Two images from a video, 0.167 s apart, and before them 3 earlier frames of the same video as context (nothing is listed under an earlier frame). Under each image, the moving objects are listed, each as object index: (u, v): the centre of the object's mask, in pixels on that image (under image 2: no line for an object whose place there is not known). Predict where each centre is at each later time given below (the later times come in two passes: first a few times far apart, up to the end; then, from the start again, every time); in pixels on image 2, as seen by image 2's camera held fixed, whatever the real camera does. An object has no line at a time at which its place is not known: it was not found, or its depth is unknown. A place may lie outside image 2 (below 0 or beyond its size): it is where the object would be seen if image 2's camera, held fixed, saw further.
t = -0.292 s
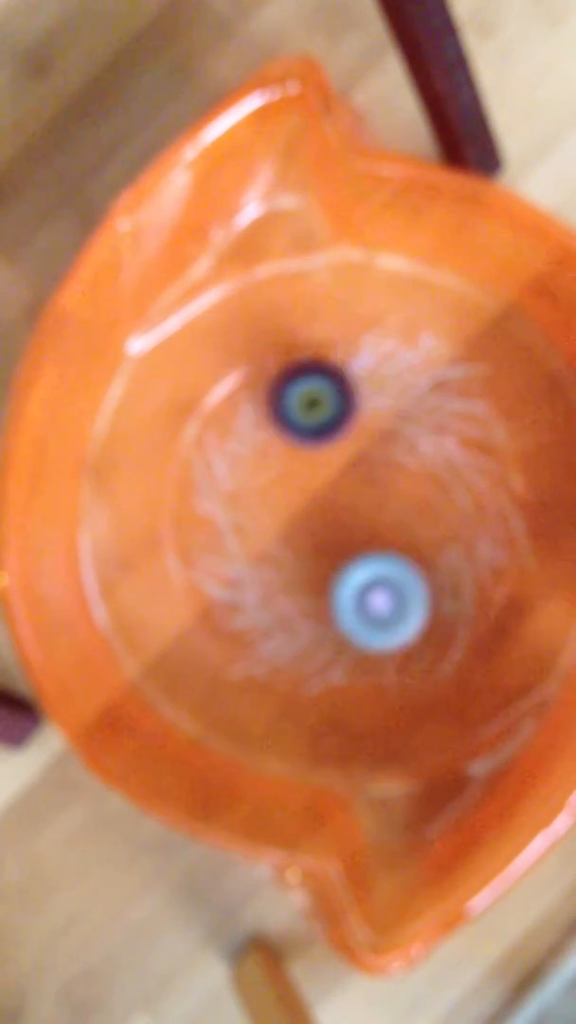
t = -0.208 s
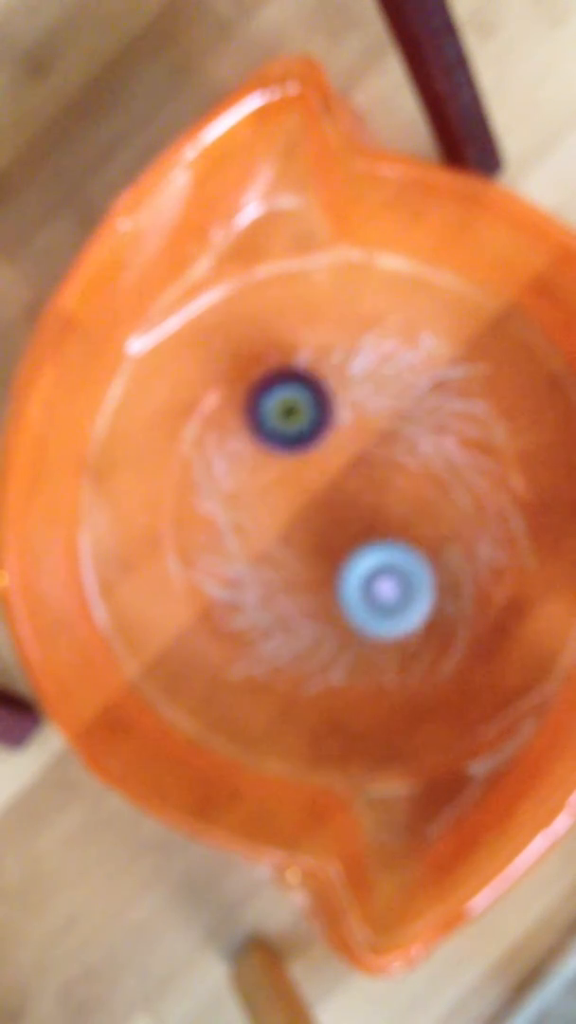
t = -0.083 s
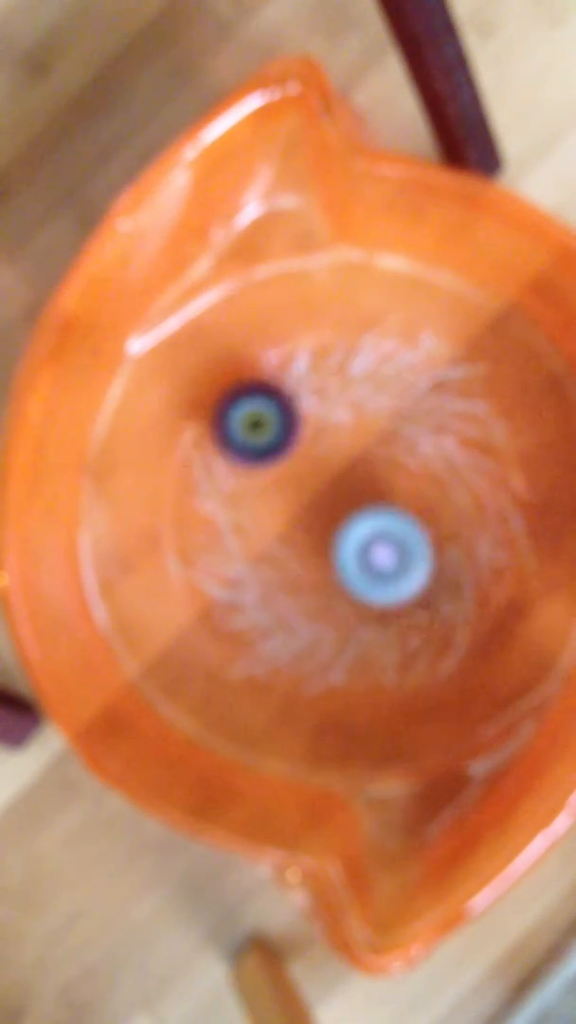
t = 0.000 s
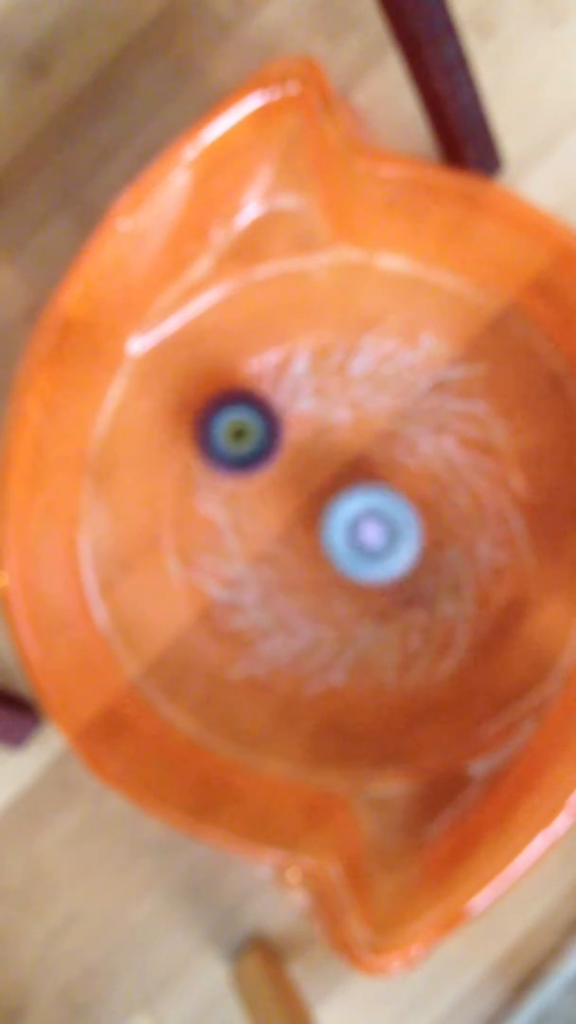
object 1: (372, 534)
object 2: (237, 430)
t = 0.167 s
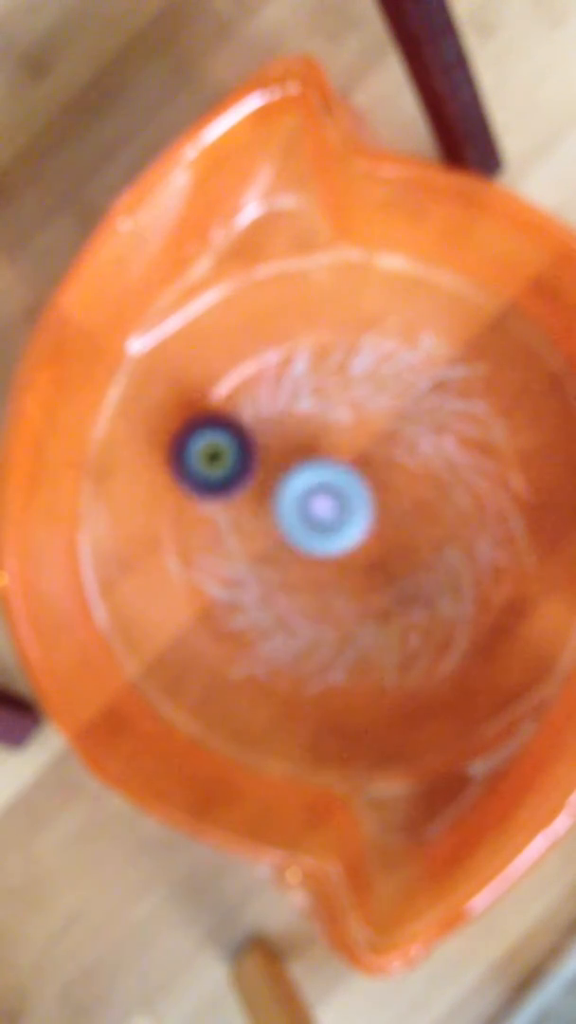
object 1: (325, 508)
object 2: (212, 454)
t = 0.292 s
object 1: (307, 509)
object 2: (174, 458)
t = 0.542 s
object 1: (390, 525)
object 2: (196, 459)
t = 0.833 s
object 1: (411, 478)
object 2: (236, 547)
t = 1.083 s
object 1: (370, 489)
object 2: (277, 618)
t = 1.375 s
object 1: (343, 571)
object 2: (327, 665)
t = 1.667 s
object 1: (271, 378)
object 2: (361, 642)
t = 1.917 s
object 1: (227, 452)
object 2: (435, 574)
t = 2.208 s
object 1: (375, 485)
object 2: (494, 508)
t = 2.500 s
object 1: (348, 447)
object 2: (473, 480)
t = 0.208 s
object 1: (310, 505)
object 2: (207, 459)
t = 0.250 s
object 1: (298, 503)
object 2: (200, 462)
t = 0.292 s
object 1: (307, 509)
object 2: (174, 458)
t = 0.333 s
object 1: (324, 519)
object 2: (165, 456)
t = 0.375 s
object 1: (337, 524)
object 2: (163, 454)
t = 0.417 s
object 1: (349, 526)
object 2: (166, 454)
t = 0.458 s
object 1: (362, 527)
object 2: (174, 453)
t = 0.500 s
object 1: (376, 526)
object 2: (184, 453)
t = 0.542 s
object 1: (390, 525)
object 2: (196, 459)
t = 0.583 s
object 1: (404, 521)
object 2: (204, 469)
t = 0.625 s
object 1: (415, 512)
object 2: (208, 480)
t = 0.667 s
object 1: (419, 499)
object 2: (213, 492)
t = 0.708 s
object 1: (419, 489)
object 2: (217, 504)
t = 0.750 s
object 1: (416, 483)
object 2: (224, 518)
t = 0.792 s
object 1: (414, 480)
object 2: (229, 532)
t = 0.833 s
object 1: (411, 478)
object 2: (236, 547)
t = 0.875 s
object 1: (408, 477)
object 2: (243, 559)
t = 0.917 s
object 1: (403, 477)
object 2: (250, 573)
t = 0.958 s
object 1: (396, 478)
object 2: (257, 584)
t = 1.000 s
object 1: (388, 480)
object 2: (264, 596)
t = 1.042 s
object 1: (378, 485)
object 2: (270, 606)
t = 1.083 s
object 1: (370, 489)
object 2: (277, 618)
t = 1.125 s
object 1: (363, 498)
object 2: (284, 628)
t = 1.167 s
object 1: (357, 509)
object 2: (291, 639)
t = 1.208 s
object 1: (353, 521)
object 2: (298, 646)
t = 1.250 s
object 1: (348, 533)
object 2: (306, 653)
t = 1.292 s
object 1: (344, 545)
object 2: (313, 659)
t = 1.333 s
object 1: (342, 558)
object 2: (321, 663)
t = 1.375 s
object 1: (343, 571)
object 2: (327, 665)
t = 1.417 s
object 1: (347, 541)
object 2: (333, 711)
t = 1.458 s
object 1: (346, 499)
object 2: (341, 755)
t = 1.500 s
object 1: (341, 465)
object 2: (347, 742)
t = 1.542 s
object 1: (330, 435)
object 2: (351, 720)
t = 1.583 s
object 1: (313, 410)
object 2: (351, 695)
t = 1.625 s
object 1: (294, 390)
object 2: (352, 666)
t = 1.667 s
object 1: (271, 378)
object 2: (361, 642)
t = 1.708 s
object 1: (251, 376)
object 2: (373, 623)
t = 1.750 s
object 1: (236, 394)
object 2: (385, 607)
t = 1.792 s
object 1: (228, 409)
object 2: (397, 598)
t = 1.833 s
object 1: (222, 423)
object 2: (411, 590)
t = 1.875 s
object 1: (221, 438)
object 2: (423, 584)
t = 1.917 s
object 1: (227, 452)
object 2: (435, 574)
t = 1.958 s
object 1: (240, 468)
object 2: (447, 566)
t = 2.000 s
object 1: (258, 480)
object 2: (457, 556)
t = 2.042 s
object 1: (280, 489)
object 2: (468, 547)
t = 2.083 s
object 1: (304, 493)
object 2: (476, 539)
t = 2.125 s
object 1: (329, 494)
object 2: (484, 529)
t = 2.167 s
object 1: (353, 491)
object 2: (489, 519)
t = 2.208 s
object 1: (375, 485)
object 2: (494, 508)
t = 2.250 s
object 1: (396, 477)
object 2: (496, 496)
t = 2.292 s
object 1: (409, 467)
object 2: (501, 485)
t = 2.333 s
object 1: (403, 458)
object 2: (504, 484)
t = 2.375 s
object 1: (390, 448)
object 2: (498, 492)
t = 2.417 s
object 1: (375, 443)
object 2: (492, 496)
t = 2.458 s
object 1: (359, 444)
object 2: (483, 491)
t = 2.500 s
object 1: (348, 447)
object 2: (473, 480)
